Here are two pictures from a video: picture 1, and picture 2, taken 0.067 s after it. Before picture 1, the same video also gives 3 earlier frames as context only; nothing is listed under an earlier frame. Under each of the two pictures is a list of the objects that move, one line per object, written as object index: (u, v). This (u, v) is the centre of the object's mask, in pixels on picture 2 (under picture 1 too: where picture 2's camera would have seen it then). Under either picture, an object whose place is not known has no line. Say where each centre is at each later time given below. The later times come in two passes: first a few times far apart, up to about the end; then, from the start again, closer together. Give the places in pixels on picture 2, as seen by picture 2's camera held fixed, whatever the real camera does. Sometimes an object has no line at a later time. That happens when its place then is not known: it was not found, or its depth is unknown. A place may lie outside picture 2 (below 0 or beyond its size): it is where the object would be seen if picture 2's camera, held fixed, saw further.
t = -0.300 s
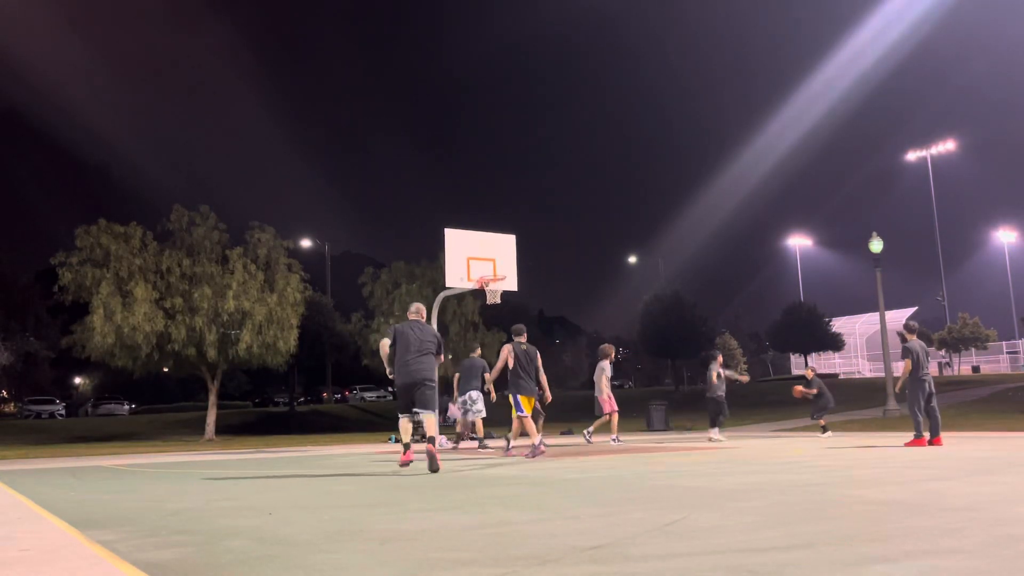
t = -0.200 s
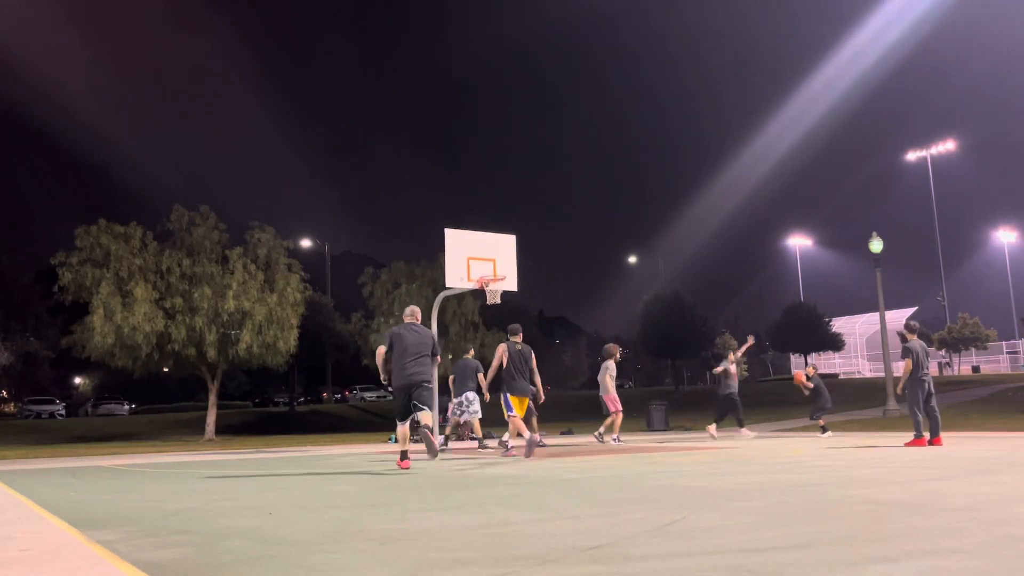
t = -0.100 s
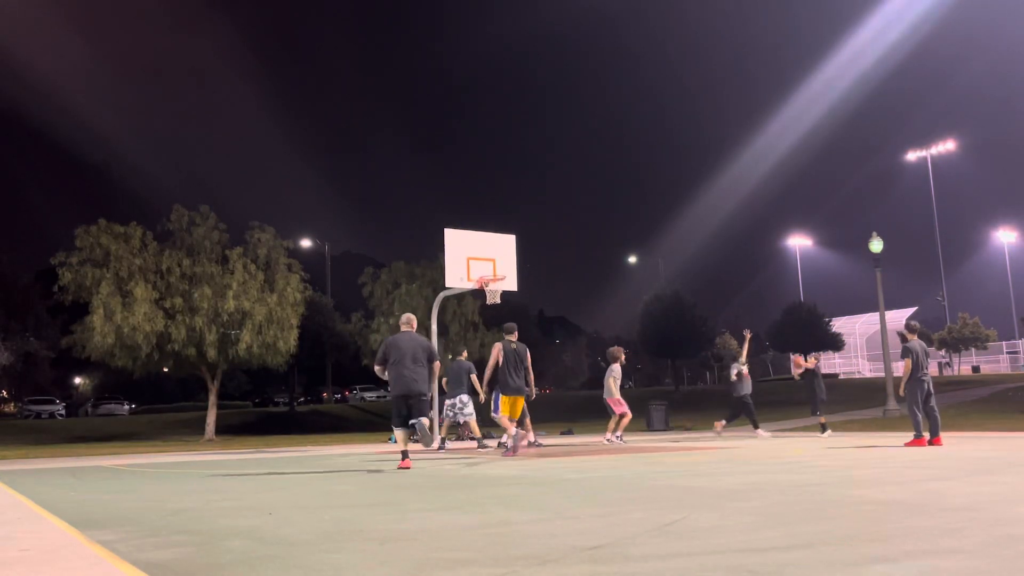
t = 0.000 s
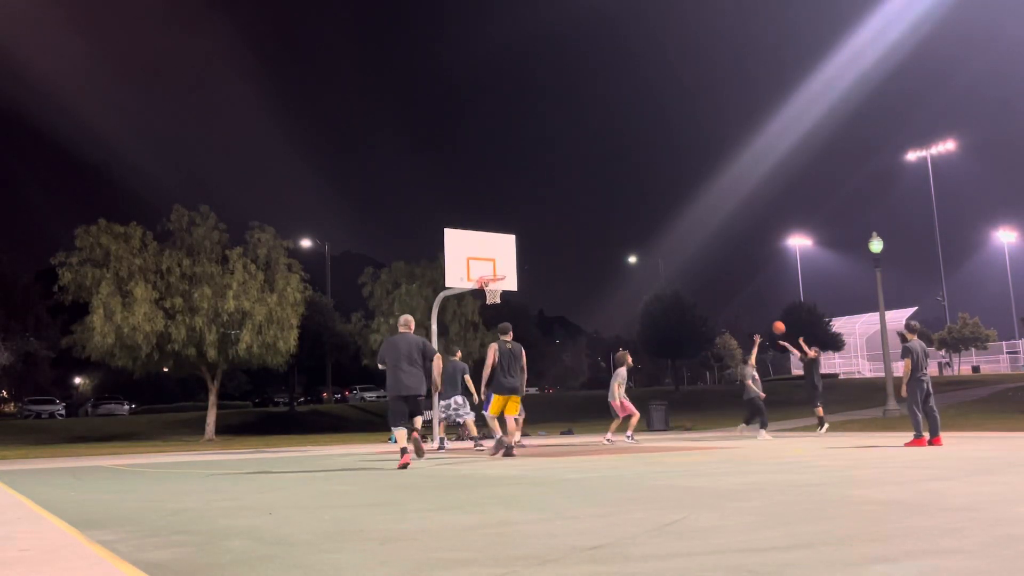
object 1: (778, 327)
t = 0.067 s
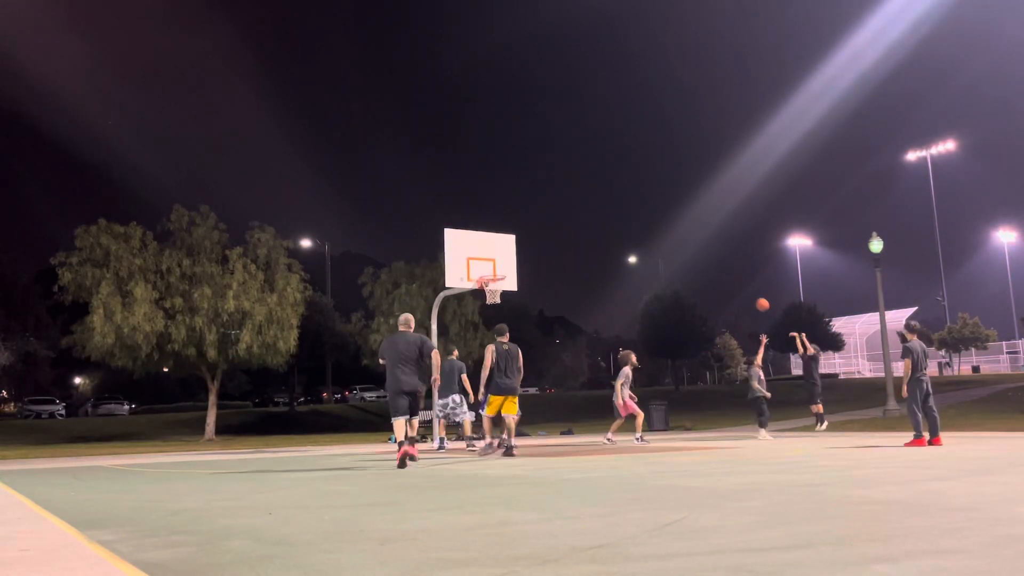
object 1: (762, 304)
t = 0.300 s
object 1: (707, 240)
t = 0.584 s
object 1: (642, 197)
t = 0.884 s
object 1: (576, 194)
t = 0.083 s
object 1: (758, 299)
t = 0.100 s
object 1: (754, 293)
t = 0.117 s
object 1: (750, 288)
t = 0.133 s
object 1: (746, 283)
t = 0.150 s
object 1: (742, 278)
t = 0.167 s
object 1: (738, 273)
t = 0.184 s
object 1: (735, 269)
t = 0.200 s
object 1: (731, 264)
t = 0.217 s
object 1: (726, 260)
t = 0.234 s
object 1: (723, 256)
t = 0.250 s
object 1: (719, 252)
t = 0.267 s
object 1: (715, 247)
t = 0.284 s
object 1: (711, 243)
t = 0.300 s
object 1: (707, 240)
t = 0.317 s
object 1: (704, 236)
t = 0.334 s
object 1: (700, 232)
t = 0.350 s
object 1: (696, 229)
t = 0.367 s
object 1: (692, 226)
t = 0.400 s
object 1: (684, 220)
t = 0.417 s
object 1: (680, 217)
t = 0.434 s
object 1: (677, 215)
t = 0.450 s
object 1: (673, 212)
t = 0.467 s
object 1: (669, 210)
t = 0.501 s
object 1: (662, 206)
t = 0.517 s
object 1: (658, 203)
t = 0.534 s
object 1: (654, 201)
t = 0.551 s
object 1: (650, 200)
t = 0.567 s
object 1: (646, 198)
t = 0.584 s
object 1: (642, 197)
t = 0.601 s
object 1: (639, 196)
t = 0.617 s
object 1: (635, 194)
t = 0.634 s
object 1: (631, 193)
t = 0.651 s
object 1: (628, 192)
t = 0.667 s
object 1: (624, 192)
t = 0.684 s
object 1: (620, 191)
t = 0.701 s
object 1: (616, 190)
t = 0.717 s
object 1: (613, 190)
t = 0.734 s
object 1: (609, 190)
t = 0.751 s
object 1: (605, 190)
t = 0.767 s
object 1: (601, 190)
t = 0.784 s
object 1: (598, 190)
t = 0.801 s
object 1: (594, 190)
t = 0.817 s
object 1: (591, 190)
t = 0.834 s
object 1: (587, 191)
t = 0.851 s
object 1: (583, 192)
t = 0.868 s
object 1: (580, 193)
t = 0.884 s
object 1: (576, 194)
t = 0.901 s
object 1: (572, 195)
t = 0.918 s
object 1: (568, 196)
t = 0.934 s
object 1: (565, 197)
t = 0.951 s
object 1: (561, 199)
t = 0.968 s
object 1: (558, 200)
